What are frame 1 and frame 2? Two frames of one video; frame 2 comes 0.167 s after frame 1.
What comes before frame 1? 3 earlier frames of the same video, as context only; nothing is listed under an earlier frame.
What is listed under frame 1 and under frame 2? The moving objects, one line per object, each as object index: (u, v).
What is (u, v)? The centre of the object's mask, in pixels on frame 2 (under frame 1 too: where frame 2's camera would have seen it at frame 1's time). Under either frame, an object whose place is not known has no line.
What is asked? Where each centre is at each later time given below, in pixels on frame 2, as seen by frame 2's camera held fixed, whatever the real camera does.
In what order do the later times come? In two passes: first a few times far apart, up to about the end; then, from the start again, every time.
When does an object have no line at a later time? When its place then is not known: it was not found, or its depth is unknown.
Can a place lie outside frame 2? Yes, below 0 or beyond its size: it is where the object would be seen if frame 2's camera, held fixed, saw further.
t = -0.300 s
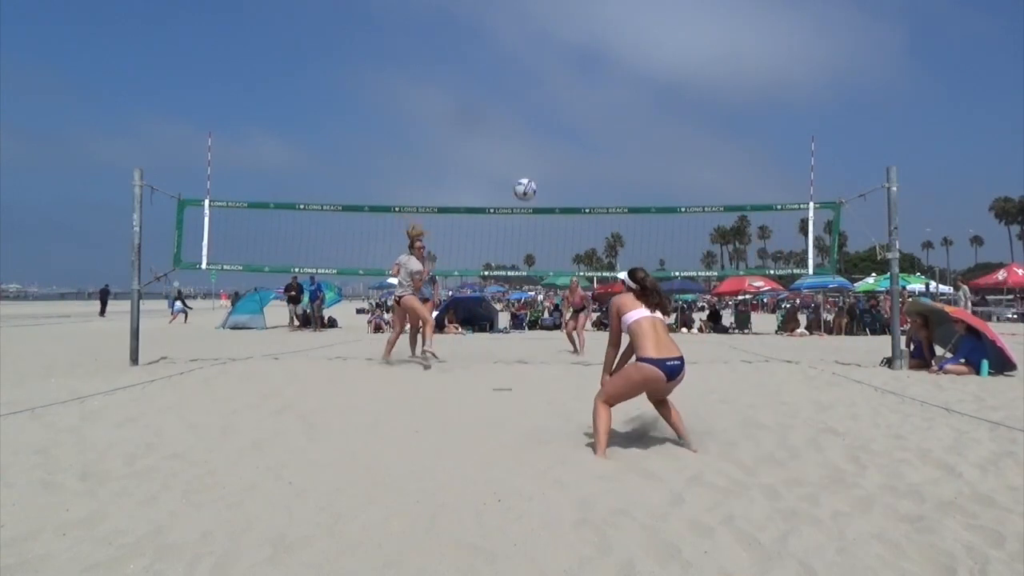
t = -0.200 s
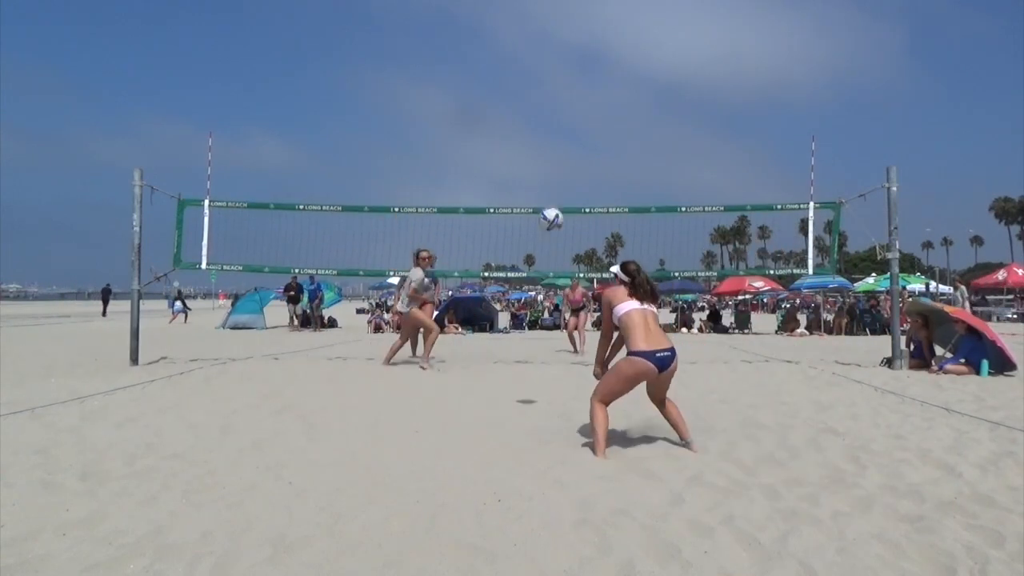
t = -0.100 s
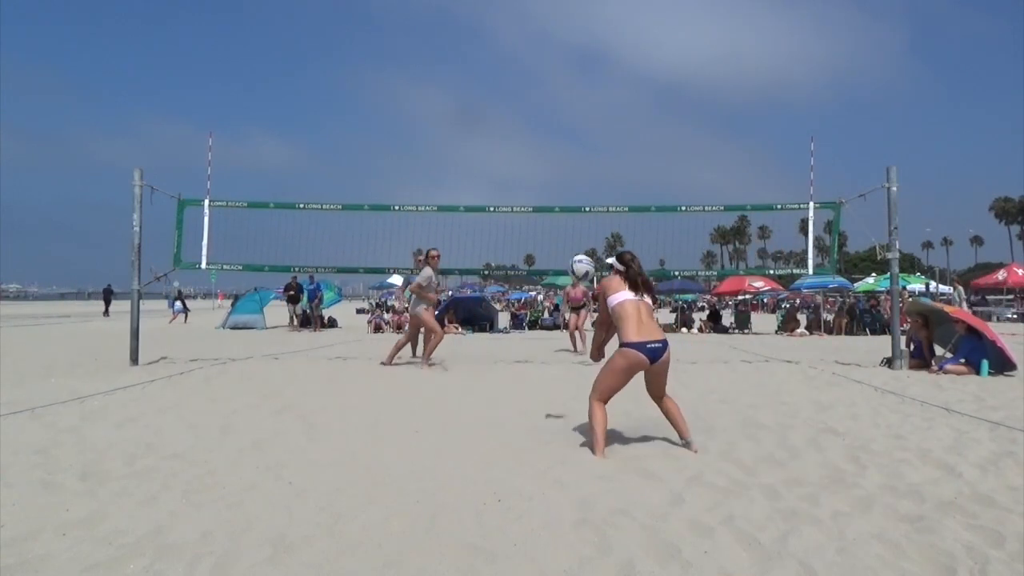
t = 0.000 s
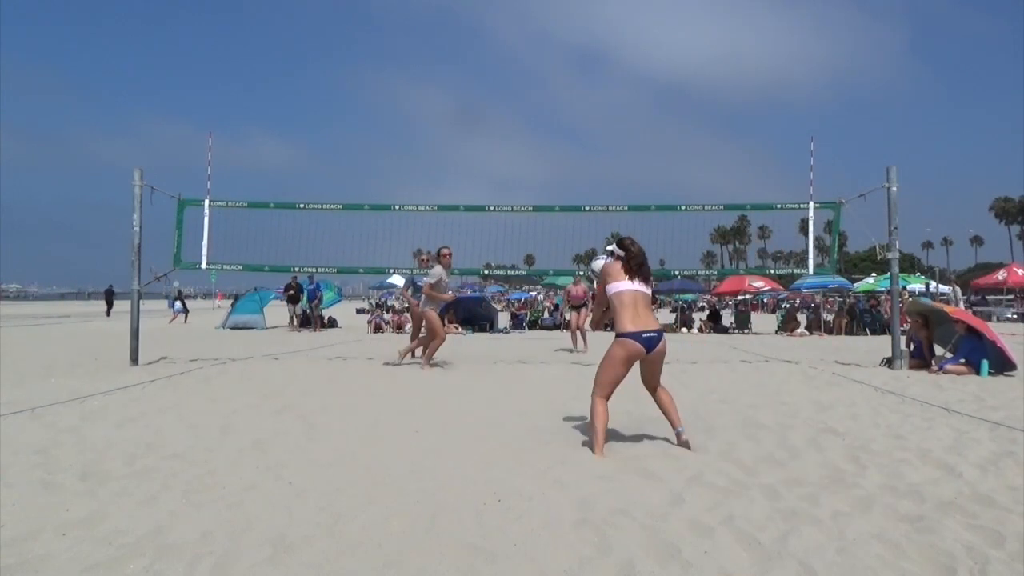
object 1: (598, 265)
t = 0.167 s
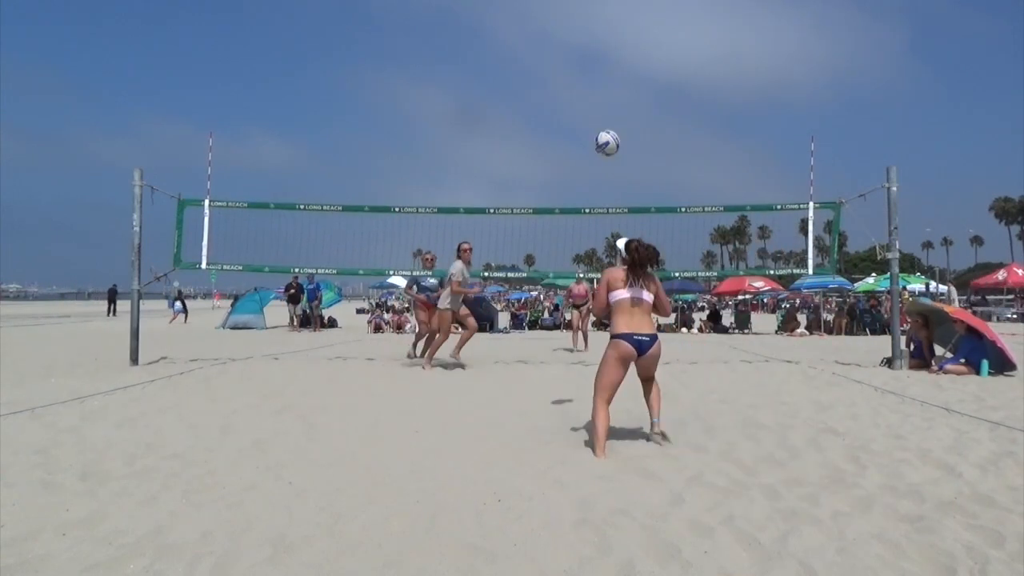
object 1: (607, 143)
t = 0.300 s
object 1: (610, 77)
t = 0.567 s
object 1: (619, 19)
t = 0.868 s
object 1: (631, 41)
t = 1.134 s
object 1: (642, 118)
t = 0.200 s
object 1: (607, 124)
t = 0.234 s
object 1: (608, 107)
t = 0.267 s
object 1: (609, 92)
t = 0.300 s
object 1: (610, 77)
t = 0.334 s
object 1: (611, 65)
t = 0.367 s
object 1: (613, 55)
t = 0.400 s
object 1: (613, 45)
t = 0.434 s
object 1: (615, 37)
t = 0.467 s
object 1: (616, 31)
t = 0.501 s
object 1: (617, 26)
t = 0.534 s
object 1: (618, 22)
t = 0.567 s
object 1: (619, 19)
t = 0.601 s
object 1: (621, 17)
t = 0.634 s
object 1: (622, 17)
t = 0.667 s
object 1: (623, 18)
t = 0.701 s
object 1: (624, 19)
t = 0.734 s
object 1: (626, 22)
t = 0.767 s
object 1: (627, 25)
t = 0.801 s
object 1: (628, 30)
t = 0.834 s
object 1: (629, 35)
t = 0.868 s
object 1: (631, 41)
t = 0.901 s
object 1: (632, 48)
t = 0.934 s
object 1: (633, 56)
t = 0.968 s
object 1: (635, 64)
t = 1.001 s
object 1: (636, 74)
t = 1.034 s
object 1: (637, 84)
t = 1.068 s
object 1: (639, 94)
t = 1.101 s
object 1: (640, 106)
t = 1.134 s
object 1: (642, 118)
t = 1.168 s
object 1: (643, 131)
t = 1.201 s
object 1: (645, 144)
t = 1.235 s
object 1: (645, 158)
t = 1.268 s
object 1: (648, 173)
